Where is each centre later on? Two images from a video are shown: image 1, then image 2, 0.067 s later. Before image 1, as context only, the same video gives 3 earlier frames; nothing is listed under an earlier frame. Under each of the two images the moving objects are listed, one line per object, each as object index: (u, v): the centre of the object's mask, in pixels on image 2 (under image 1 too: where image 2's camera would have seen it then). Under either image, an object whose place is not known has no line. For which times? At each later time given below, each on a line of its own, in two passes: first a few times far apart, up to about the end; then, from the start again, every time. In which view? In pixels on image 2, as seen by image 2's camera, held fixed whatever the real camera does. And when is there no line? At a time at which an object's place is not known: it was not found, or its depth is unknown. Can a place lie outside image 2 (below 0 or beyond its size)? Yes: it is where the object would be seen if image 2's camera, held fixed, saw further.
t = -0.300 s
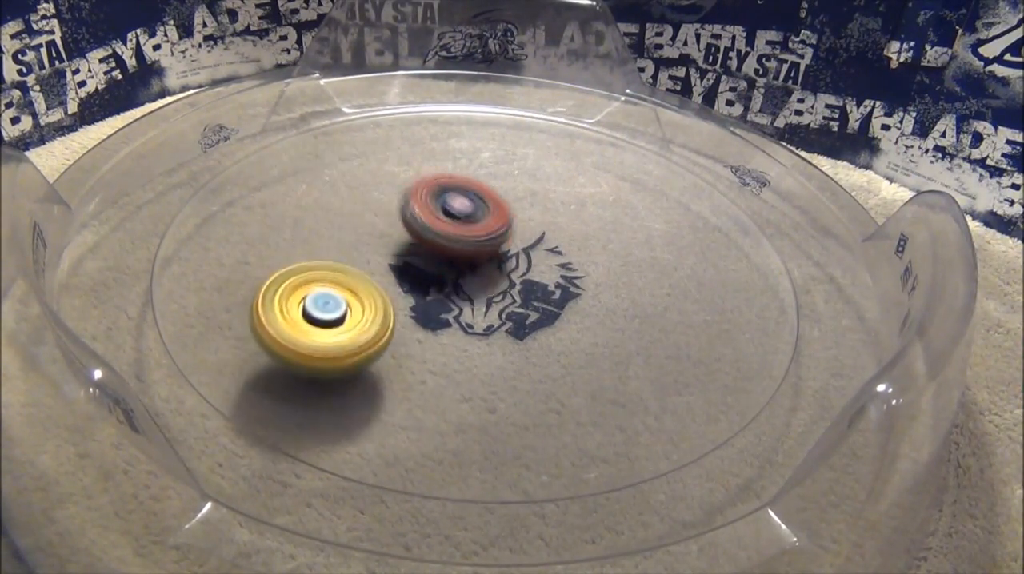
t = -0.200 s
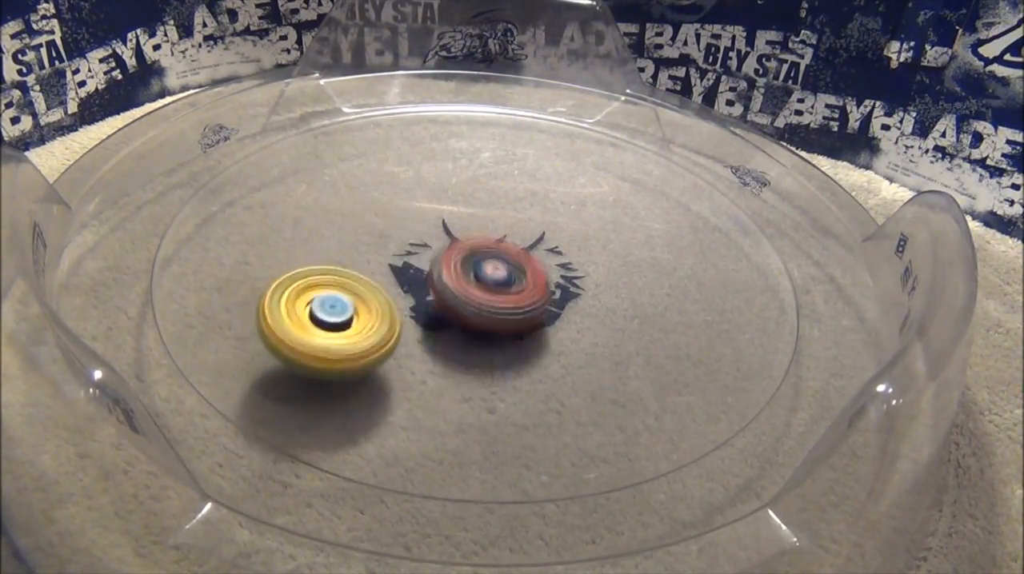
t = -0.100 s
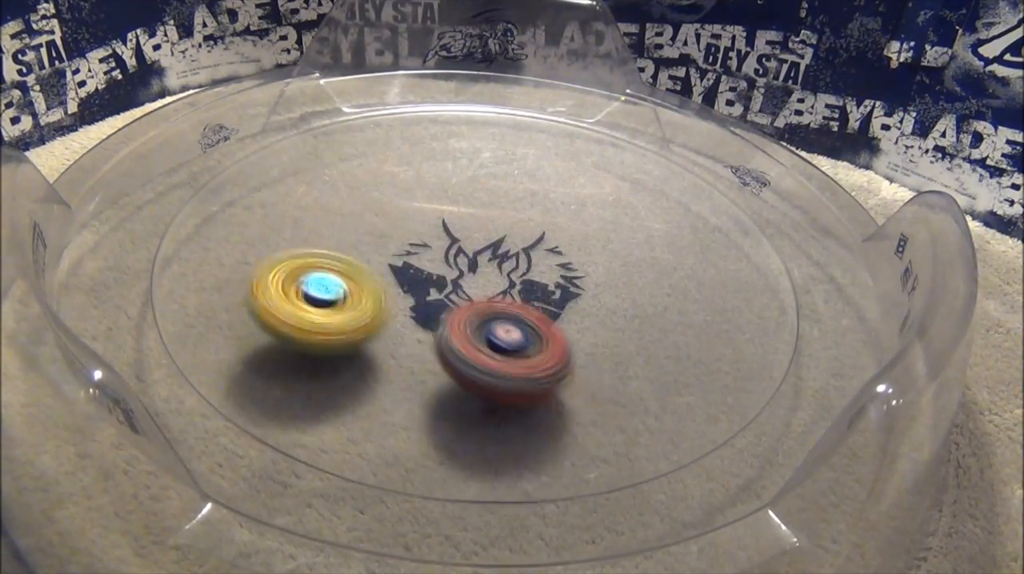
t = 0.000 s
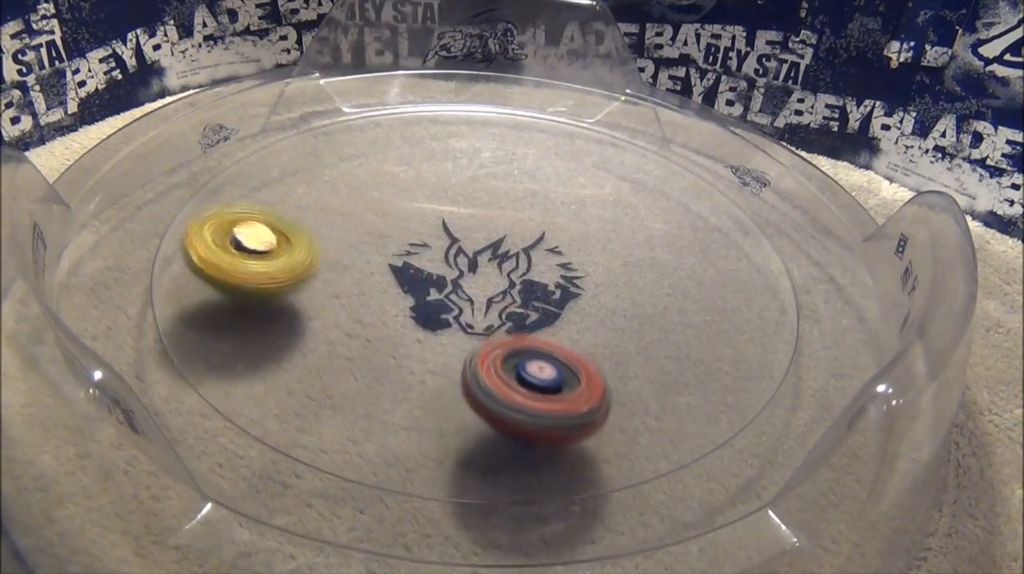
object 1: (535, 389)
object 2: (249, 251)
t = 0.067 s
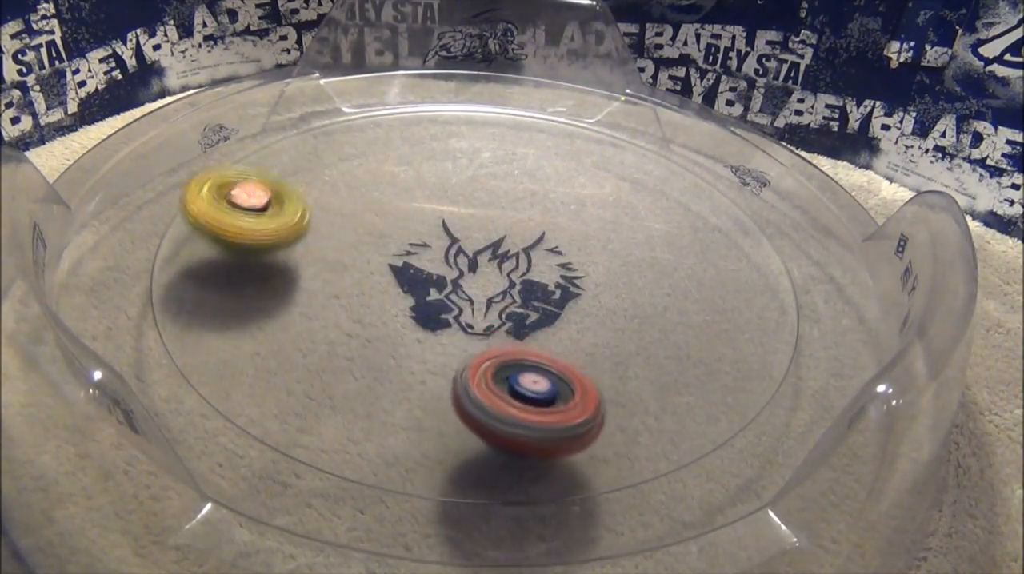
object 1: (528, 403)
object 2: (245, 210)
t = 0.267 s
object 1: (502, 382)
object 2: (469, 190)
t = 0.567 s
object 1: (537, 301)
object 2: (730, 393)
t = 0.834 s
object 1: (653, 274)
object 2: (318, 464)
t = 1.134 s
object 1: (591, 275)
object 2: (442, 191)
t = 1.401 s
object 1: (510, 239)
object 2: (770, 183)
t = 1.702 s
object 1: (484, 231)
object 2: (543, 314)
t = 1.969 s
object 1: (464, 210)
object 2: (283, 198)
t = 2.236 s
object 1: (470, 226)
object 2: (465, 88)
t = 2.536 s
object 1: (488, 242)
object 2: (635, 314)
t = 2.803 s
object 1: (509, 250)
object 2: (227, 358)
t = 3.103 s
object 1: (532, 249)
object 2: (331, 157)
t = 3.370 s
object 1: (560, 280)
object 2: (656, 192)
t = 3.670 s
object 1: (540, 285)
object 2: (708, 392)
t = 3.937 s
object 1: (518, 288)
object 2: (319, 306)
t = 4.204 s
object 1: (502, 294)
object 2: (420, 129)
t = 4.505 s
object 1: (498, 299)
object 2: (706, 184)
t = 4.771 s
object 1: (499, 293)
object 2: (529, 373)
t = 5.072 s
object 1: (502, 292)
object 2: (221, 207)
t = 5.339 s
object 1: (492, 284)
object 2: (454, 131)
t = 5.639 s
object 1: (475, 278)
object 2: (690, 300)
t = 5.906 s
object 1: (463, 278)
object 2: (441, 428)
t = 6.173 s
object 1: (460, 281)
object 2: (287, 289)
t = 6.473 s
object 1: (470, 280)
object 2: (491, 172)
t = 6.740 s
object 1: (479, 276)
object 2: (607, 207)
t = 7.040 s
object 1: (446, 282)
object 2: (584, 237)
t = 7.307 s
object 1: (411, 280)
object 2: (565, 245)
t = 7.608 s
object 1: (313, 297)
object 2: (567, 230)
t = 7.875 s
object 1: (441, 285)
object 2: (529, 248)
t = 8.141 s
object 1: (638, 326)
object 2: (511, 217)
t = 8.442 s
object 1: (647, 275)
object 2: (505, 246)
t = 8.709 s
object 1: (575, 186)
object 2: (473, 272)
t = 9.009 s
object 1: (433, 169)
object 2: (477, 272)
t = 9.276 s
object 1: (317, 223)
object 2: (479, 269)
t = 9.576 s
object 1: (356, 335)
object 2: (481, 269)
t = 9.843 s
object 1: (571, 380)
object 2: (486, 272)
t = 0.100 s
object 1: (522, 404)
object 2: (262, 194)
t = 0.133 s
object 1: (518, 403)
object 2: (292, 182)
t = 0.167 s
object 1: (513, 401)
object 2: (330, 176)
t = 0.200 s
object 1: (509, 396)
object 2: (374, 175)
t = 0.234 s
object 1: (506, 390)
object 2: (421, 179)
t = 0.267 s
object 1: (502, 382)
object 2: (469, 190)
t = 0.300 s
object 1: (498, 374)
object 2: (516, 203)
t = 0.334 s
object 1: (495, 363)
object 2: (561, 217)
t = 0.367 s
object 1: (492, 355)
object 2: (602, 237)
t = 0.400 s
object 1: (491, 344)
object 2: (639, 258)
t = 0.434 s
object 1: (493, 335)
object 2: (672, 279)
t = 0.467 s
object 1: (499, 327)
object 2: (698, 303)
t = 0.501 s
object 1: (508, 318)
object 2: (718, 330)
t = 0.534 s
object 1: (520, 309)
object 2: (729, 359)
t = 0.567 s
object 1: (537, 301)
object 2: (730, 393)
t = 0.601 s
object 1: (555, 293)
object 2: (700, 408)
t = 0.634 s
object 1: (575, 286)
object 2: (661, 432)
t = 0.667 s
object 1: (594, 281)
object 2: (617, 450)
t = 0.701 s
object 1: (612, 277)
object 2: (570, 467)
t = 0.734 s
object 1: (629, 274)
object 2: (517, 482)
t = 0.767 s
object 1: (642, 274)
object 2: (449, 492)
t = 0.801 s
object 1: (650, 274)
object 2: (381, 485)
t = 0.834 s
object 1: (653, 274)
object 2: (318, 464)
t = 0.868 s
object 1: (652, 275)
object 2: (272, 433)
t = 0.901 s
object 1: (648, 276)
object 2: (253, 393)
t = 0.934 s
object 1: (642, 277)
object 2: (251, 356)
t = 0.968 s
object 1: (635, 278)
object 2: (265, 321)
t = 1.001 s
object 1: (628, 278)
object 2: (289, 289)
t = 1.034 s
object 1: (618, 280)
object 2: (320, 261)
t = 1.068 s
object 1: (609, 280)
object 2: (359, 231)
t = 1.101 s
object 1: (600, 278)
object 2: (398, 210)
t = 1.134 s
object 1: (591, 275)
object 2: (442, 191)
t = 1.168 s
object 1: (579, 272)
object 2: (485, 176)
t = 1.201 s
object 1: (568, 267)
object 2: (529, 165)
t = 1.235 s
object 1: (557, 262)
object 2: (573, 159)
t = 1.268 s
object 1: (546, 258)
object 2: (616, 156)
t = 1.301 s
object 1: (536, 253)
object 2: (661, 158)
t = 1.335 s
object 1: (526, 248)
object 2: (708, 161)
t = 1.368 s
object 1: (517, 243)
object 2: (743, 168)
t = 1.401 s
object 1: (510, 239)
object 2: (770, 183)
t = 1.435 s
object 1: (504, 236)
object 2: (799, 197)
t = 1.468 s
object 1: (499, 235)
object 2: (822, 210)
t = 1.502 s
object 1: (496, 233)
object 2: (806, 223)
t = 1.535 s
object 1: (493, 232)
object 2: (781, 252)
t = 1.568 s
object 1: (491, 232)
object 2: (753, 272)
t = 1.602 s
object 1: (489, 232)
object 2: (714, 291)
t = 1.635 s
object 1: (488, 232)
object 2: (664, 306)
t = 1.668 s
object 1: (486, 231)
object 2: (606, 316)
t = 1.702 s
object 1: (484, 231)
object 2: (543, 314)
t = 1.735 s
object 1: (481, 226)
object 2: (488, 305)
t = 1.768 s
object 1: (479, 222)
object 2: (441, 299)
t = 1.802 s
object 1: (472, 217)
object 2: (397, 293)
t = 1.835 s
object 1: (468, 210)
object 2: (357, 280)
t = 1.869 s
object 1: (466, 207)
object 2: (326, 264)
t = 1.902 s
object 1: (464, 207)
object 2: (303, 244)
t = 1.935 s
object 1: (463, 208)
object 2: (289, 223)
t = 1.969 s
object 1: (464, 210)
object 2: (283, 198)
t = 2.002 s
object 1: (464, 212)
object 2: (284, 175)
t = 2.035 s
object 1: (464, 213)
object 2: (292, 155)
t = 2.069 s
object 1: (464, 216)
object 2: (307, 132)
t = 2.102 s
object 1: (465, 218)
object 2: (326, 113)
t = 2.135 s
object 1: (466, 219)
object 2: (352, 96)
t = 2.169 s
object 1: (467, 222)
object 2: (385, 85)
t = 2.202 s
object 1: (468, 224)
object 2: (425, 86)
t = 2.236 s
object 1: (470, 226)
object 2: (465, 88)
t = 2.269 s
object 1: (471, 228)
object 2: (505, 96)
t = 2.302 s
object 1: (472, 231)
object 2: (543, 112)
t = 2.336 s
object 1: (475, 232)
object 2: (579, 132)
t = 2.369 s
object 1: (477, 234)
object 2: (610, 159)
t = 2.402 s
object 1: (479, 236)
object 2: (633, 187)
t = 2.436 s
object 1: (481, 238)
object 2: (650, 220)
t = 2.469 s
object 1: (484, 239)
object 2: (655, 252)
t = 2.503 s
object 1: (486, 241)
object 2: (651, 285)
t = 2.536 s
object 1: (488, 242)
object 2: (635, 314)
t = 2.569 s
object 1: (490, 244)
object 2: (607, 344)
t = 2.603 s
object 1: (493, 245)
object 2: (568, 366)
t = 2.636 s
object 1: (496, 246)
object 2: (522, 381)
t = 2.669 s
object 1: (499, 247)
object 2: (469, 390)
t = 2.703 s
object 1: (501, 248)
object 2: (406, 393)
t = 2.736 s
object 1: (504, 249)
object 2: (345, 388)
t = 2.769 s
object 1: (506, 250)
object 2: (281, 376)
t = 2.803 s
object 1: (509, 250)
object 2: (227, 358)
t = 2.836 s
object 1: (513, 251)
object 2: (197, 327)
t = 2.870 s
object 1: (516, 252)
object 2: (180, 298)
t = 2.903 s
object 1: (519, 251)
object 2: (167, 268)
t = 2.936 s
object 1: (522, 251)
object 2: (166, 238)
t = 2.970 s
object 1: (525, 251)
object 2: (181, 211)
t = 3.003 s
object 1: (527, 251)
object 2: (205, 190)
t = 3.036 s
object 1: (529, 250)
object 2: (242, 174)
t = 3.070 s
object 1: (531, 250)
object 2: (284, 163)
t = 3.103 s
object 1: (532, 249)
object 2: (331, 157)
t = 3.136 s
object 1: (534, 248)
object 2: (379, 156)
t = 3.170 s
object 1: (535, 247)
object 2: (426, 156)
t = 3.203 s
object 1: (536, 247)
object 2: (474, 162)
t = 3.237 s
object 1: (537, 245)
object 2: (519, 171)
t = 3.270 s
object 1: (542, 253)
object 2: (557, 175)
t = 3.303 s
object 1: (550, 265)
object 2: (591, 176)
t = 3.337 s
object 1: (556, 274)
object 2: (623, 181)
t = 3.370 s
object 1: (560, 280)
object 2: (656, 192)
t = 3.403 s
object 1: (560, 283)
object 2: (688, 204)
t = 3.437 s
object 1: (559, 284)
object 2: (718, 222)
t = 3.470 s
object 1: (557, 284)
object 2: (745, 243)
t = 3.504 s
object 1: (554, 284)
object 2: (766, 267)
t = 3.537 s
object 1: (552, 284)
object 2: (780, 292)
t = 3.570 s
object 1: (549, 285)
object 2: (782, 318)
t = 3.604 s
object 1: (546, 285)
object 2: (772, 346)
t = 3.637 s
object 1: (543, 285)
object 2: (747, 372)
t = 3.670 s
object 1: (540, 285)
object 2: (708, 392)
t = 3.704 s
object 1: (537, 285)
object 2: (659, 409)
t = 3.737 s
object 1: (534, 285)
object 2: (603, 416)
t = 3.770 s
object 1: (531, 285)
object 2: (541, 413)
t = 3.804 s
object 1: (529, 285)
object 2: (482, 401)
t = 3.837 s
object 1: (525, 286)
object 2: (427, 385)
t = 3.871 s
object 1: (523, 286)
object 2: (378, 363)
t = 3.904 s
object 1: (521, 286)
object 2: (343, 336)
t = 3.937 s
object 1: (518, 288)
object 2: (319, 306)
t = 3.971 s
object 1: (515, 288)
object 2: (307, 278)
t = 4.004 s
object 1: (513, 289)
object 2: (303, 248)
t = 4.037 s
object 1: (511, 290)
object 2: (310, 222)
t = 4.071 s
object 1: (508, 291)
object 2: (323, 198)
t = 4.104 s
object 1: (507, 291)
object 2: (340, 177)
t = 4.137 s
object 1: (505, 292)
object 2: (363, 158)
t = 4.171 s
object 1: (504, 293)
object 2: (390, 142)
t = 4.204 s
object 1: (502, 294)
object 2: (420, 129)
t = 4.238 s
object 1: (501, 295)
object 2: (455, 119)
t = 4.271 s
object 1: (500, 295)
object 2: (491, 114)
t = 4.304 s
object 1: (499, 296)
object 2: (528, 112)
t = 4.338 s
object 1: (499, 297)
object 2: (564, 114)
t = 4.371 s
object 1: (498, 297)
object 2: (599, 120)
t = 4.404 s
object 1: (498, 298)
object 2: (633, 130)
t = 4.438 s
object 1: (498, 298)
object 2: (661, 144)
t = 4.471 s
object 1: (498, 298)
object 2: (687, 163)
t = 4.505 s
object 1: (498, 299)
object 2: (706, 184)
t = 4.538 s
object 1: (498, 299)
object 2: (719, 209)
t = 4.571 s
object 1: (498, 299)
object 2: (723, 239)
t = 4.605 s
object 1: (498, 300)
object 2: (716, 269)
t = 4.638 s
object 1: (499, 300)
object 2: (699, 298)
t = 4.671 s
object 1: (499, 299)
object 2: (670, 324)
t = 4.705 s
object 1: (500, 299)
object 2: (631, 347)
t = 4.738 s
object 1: (497, 296)
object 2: (583, 364)
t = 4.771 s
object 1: (499, 293)
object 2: (529, 373)
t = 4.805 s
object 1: (503, 293)
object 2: (478, 374)
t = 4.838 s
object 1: (504, 296)
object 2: (423, 368)
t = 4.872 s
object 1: (502, 296)
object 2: (370, 354)
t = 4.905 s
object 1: (503, 296)
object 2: (322, 338)
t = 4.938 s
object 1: (503, 295)
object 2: (282, 315)
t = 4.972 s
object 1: (503, 295)
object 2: (253, 290)
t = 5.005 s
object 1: (503, 294)
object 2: (232, 261)
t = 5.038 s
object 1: (503, 294)
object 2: (222, 233)
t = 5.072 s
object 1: (502, 292)
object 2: (221, 207)
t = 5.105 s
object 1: (501, 292)
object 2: (231, 183)
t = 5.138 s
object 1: (500, 291)
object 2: (248, 164)
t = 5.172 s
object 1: (499, 290)
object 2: (271, 147)
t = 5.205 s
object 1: (498, 289)
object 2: (301, 135)
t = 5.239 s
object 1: (497, 288)
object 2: (335, 128)
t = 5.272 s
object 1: (496, 286)
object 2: (373, 125)
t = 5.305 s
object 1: (494, 285)
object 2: (413, 126)
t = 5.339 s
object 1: (492, 284)
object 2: (454, 131)
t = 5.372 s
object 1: (491, 283)
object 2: (495, 140)
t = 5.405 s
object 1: (489, 282)
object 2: (533, 150)
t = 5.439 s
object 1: (487, 282)
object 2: (568, 166)
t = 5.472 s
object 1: (486, 281)
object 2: (600, 183)
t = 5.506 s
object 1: (484, 280)
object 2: (629, 203)
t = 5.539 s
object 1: (482, 280)
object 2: (653, 225)
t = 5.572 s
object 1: (479, 279)
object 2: (671, 248)
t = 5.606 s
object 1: (478, 279)
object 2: (685, 274)
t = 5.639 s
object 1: (475, 278)
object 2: (690, 300)
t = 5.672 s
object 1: (474, 278)
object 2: (688, 325)
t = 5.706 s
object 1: (471, 278)
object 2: (675, 352)
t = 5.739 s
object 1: (470, 278)
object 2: (655, 376)
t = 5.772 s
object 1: (469, 277)
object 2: (622, 398)
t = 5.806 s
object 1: (467, 278)
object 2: (582, 417)
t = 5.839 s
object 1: (464, 278)
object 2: (535, 428)
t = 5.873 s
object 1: (464, 278)
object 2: (487, 432)
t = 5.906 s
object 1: (463, 278)
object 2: (441, 428)
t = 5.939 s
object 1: (462, 278)
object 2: (400, 421)
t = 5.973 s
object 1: (461, 278)
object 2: (366, 407)
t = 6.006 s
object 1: (461, 279)
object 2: (337, 392)
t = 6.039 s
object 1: (460, 280)
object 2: (314, 375)
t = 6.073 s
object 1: (461, 280)
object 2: (299, 355)
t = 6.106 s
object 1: (461, 280)
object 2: (289, 333)
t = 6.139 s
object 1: (461, 281)
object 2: (284, 311)
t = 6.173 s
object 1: (460, 281)
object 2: (287, 289)
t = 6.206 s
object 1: (461, 281)
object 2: (295, 266)
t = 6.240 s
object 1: (462, 281)
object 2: (311, 246)
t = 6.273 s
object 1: (462, 282)
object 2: (330, 229)
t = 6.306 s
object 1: (463, 282)
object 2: (351, 214)
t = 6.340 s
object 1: (465, 281)
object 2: (378, 200)
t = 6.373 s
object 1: (466, 281)
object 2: (406, 191)
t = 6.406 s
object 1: (466, 281)
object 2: (435, 181)
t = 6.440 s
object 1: (469, 281)
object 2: (463, 175)
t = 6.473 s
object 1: (470, 280)
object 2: (491, 172)
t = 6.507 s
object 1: (472, 280)
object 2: (518, 172)
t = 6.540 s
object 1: (473, 280)
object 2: (541, 172)
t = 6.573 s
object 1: (474, 279)
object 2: (561, 175)
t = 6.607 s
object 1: (474, 279)
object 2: (578, 179)
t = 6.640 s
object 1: (476, 279)
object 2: (591, 186)
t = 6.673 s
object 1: (477, 278)
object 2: (600, 192)
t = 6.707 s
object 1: (478, 277)
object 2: (606, 199)
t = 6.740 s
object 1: (479, 276)
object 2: (607, 207)
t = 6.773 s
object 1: (480, 275)
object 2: (605, 214)
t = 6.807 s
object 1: (481, 275)
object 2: (601, 221)
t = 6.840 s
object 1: (481, 273)
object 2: (596, 226)
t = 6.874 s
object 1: (481, 273)
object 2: (590, 231)
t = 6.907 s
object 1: (481, 272)
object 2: (585, 235)
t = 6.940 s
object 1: (472, 274)
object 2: (584, 235)
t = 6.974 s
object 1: (460, 279)
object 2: (587, 235)
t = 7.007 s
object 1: (450, 281)
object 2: (587, 236)
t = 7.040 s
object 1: (446, 282)
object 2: (584, 237)
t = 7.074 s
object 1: (445, 281)
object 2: (580, 239)
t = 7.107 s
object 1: (444, 280)
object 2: (576, 242)
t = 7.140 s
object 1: (442, 279)
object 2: (571, 244)
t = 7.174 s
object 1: (441, 278)
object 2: (567, 246)
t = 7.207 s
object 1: (440, 278)
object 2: (562, 249)
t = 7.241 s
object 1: (439, 277)
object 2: (558, 251)
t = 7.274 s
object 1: (438, 276)
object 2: (553, 253)
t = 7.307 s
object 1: (411, 280)
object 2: (565, 245)
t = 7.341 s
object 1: (371, 290)
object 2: (580, 237)
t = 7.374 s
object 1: (339, 296)
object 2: (589, 229)
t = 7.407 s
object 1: (312, 299)
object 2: (593, 224)
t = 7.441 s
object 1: (296, 301)
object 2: (592, 222)
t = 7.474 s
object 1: (291, 301)
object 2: (589, 221)
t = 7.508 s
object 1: (292, 300)
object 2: (584, 222)
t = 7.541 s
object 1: (296, 299)
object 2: (578, 225)
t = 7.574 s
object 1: (303, 299)
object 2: (572, 227)
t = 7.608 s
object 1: (313, 297)
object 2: (567, 230)
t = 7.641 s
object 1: (326, 296)
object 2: (561, 233)
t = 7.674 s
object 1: (341, 295)
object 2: (555, 236)
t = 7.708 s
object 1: (358, 293)
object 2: (551, 239)
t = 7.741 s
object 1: (375, 291)
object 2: (546, 241)
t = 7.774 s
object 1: (393, 290)
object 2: (541, 244)
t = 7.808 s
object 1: (411, 286)
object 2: (537, 247)
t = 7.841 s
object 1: (427, 283)
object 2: (531, 250)
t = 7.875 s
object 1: (441, 285)
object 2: (529, 248)
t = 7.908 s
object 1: (459, 294)
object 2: (528, 234)
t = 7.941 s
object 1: (485, 303)
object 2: (526, 226)
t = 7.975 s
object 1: (506, 315)
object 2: (524, 218)
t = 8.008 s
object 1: (536, 322)
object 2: (523, 213)
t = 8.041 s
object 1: (565, 326)
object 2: (520, 212)
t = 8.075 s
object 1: (592, 329)
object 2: (517, 212)
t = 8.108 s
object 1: (618, 328)
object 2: (514, 214)
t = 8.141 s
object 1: (638, 326)
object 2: (511, 217)
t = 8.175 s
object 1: (655, 322)
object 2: (509, 220)
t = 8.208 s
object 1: (666, 317)
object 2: (507, 224)
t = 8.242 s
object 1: (674, 312)
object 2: (506, 227)
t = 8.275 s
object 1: (677, 305)
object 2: (505, 231)
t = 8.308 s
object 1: (676, 300)
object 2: (505, 234)
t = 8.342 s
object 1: (672, 293)
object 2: (504, 238)
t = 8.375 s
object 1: (665, 287)
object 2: (505, 240)
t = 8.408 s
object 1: (657, 280)
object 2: (505, 243)
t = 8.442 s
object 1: (647, 275)
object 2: (505, 246)
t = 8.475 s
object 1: (636, 266)
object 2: (505, 248)
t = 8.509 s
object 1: (623, 257)
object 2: (504, 251)
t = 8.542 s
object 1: (614, 245)
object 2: (499, 255)
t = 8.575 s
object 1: (611, 232)
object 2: (489, 260)
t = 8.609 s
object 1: (605, 220)
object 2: (481, 264)
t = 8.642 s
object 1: (596, 208)
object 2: (476, 268)
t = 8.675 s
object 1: (586, 198)
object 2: (473, 270)
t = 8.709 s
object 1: (575, 186)
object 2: (473, 272)
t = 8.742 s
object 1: (561, 179)
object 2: (472, 273)
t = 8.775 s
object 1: (547, 172)
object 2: (473, 273)
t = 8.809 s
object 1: (532, 168)
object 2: (473, 273)
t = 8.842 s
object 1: (516, 166)
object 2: (474, 274)
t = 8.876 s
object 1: (499, 165)
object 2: (475, 273)
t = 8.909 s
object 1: (484, 165)
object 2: (476, 273)
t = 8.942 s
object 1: (467, 166)
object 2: (476, 273)
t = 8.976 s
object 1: (450, 167)
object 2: (476, 272)
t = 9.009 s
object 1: (433, 169)
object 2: (477, 272)
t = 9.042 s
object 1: (417, 172)
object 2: (478, 272)
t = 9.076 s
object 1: (400, 176)
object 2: (479, 272)
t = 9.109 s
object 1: (383, 182)
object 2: (479, 272)
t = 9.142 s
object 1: (367, 188)
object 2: (479, 271)
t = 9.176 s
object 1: (353, 195)
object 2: (480, 271)
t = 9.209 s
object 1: (339, 203)
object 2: (480, 270)
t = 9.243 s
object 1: (328, 213)
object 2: (479, 269)
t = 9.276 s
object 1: (317, 223)
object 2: (479, 269)
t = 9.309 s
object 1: (310, 233)
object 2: (479, 269)
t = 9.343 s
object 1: (304, 245)
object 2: (480, 269)
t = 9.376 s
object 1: (301, 257)
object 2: (480, 269)
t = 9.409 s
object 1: (302, 270)
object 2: (480, 269)
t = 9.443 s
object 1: (306, 284)
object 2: (479, 269)
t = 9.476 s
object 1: (313, 298)
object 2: (480, 269)
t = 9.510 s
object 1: (323, 312)
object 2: (480, 268)
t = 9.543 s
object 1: (337, 325)
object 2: (481, 269)
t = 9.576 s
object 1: (356, 335)
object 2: (481, 269)
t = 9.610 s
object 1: (377, 347)
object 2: (482, 270)
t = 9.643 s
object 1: (400, 358)
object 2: (483, 270)
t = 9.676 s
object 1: (425, 366)
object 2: (484, 271)
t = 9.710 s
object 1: (454, 374)
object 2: (484, 271)
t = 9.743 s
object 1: (483, 379)
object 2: (485, 272)
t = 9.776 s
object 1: (512, 381)
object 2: (485, 272)
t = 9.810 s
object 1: (541, 382)
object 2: (486, 272)
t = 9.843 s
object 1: (571, 380)
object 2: (486, 272)
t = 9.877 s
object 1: (596, 377)
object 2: (487, 271)
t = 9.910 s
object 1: (623, 371)
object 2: (488, 271)
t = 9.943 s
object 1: (646, 364)
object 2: (488, 271)
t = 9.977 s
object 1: (668, 355)
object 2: (489, 271)
